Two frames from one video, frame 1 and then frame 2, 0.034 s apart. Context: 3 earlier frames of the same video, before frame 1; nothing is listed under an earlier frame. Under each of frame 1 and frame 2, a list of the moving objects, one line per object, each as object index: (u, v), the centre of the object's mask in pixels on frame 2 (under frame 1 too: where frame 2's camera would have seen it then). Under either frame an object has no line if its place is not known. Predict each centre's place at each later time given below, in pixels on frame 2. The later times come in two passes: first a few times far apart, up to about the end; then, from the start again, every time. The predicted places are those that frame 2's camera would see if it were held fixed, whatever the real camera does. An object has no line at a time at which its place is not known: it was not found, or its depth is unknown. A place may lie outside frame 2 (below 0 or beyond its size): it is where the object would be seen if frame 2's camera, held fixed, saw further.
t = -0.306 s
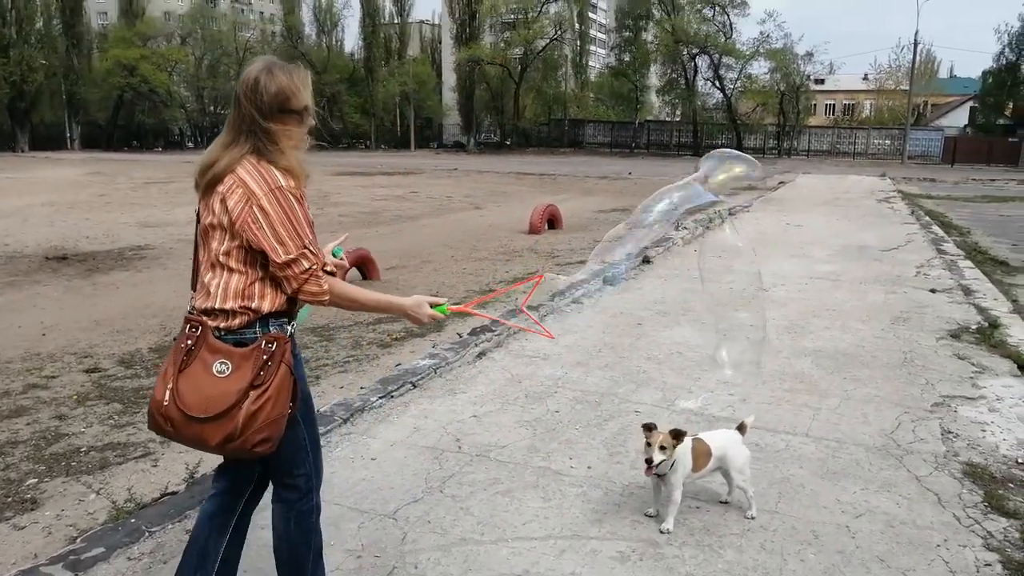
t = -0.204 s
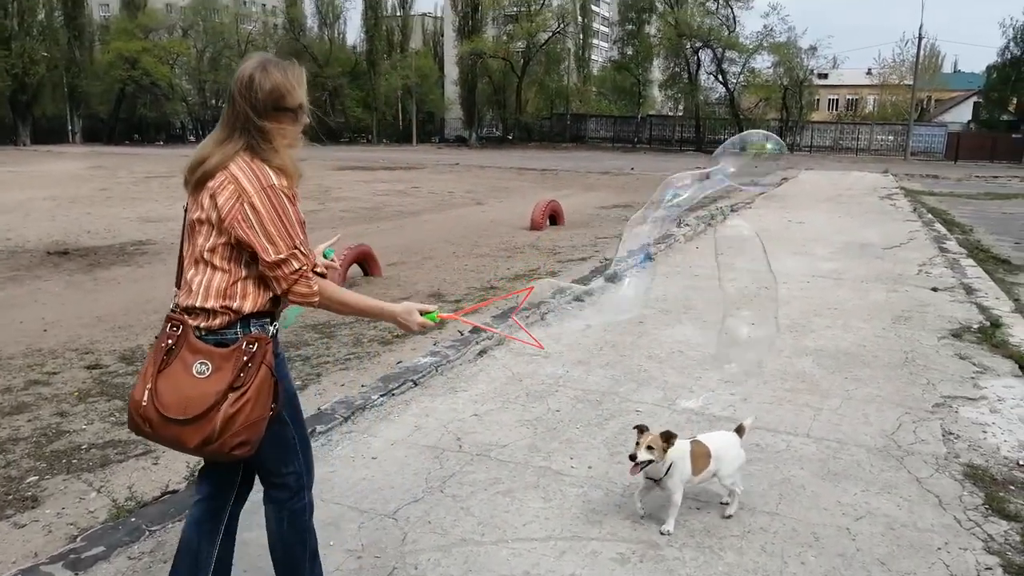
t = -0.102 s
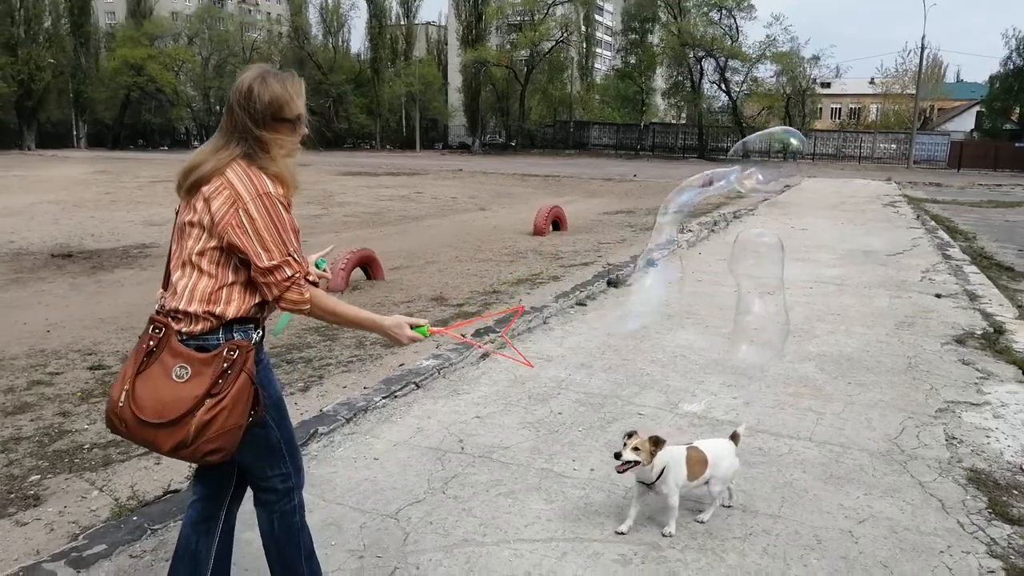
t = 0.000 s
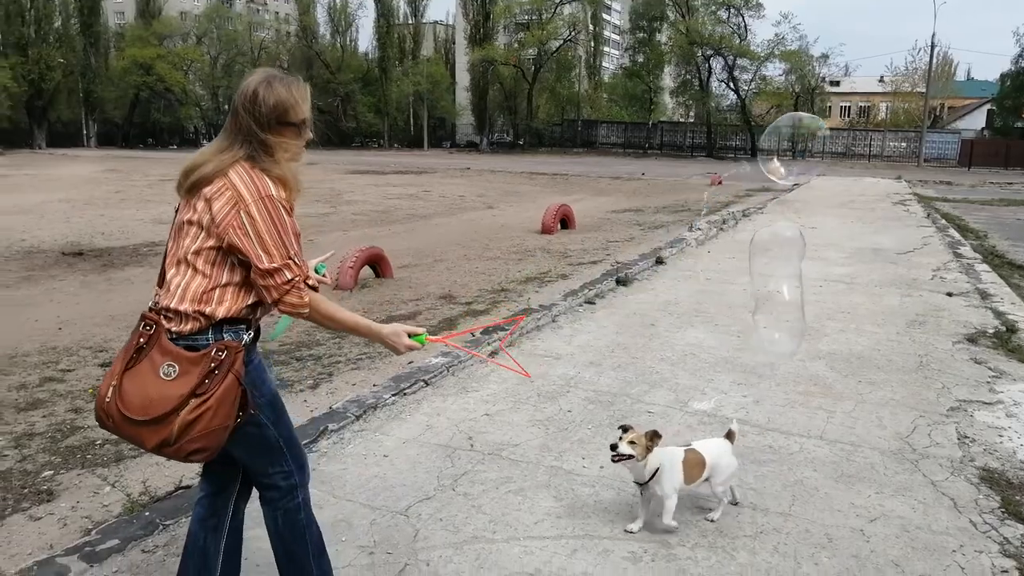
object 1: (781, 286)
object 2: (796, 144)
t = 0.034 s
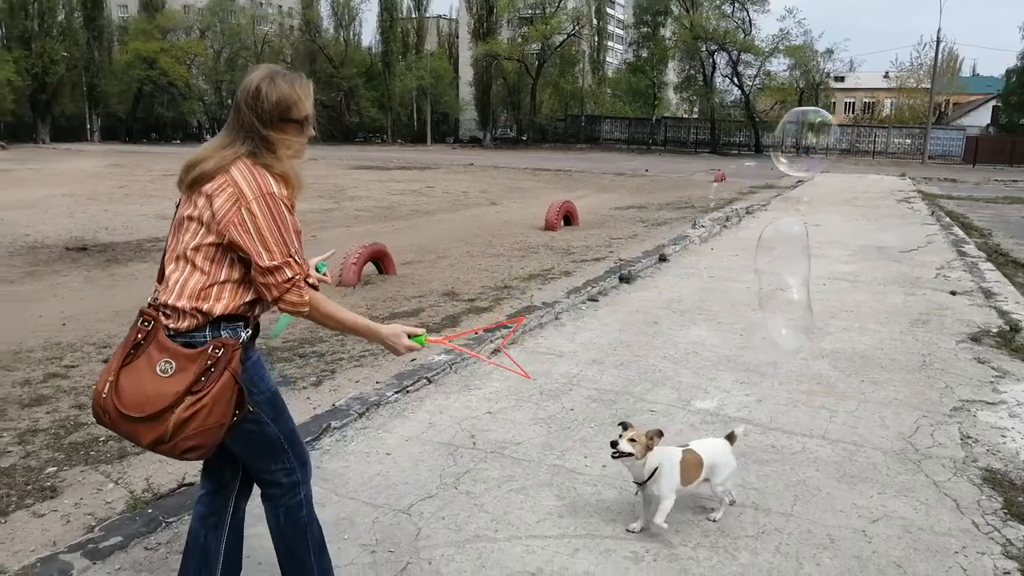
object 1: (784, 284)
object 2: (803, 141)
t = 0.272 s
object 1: (809, 273)
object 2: (845, 118)
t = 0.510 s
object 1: (833, 253)
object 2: (887, 100)
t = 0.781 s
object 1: (862, 238)
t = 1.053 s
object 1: (876, 216)
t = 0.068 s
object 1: (788, 282)
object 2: (811, 138)
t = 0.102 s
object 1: (789, 287)
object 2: (816, 135)
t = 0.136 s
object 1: (795, 282)
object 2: (822, 132)
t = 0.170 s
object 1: (799, 279)
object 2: (828, 128)
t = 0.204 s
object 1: (802, 278)
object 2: (831, 124)
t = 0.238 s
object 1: (805, 275)
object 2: (838, 120)
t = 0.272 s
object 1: (809, 273)
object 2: (845, 118)
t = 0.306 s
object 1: (812, 270)
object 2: (852, 116)
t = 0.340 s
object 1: (815, 269)
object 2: (854, 114)
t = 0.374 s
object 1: (818, 268)
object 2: (861, 111)
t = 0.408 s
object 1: (821, 262)
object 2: (866, 109)
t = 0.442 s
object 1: (825, 259)
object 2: (872, 106)
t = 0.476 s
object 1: (828, 255)
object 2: (886, 105)
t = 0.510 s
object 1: (833, 253)
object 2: (887, 100)
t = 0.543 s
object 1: (836, 250)
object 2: (893, 97)
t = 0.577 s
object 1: (840, 249)
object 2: (897, 92)
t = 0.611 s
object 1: (844, 248)
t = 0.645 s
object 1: (849, 242)
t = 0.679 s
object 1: (852, 243)
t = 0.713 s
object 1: (856, 241)
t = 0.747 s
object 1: (859, 241)
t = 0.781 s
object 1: (862, 238)
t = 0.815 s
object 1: (867, 236)
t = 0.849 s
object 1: (871, 233)
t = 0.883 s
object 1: (872, 230)
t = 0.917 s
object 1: (873, 228)
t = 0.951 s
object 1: (873, 225)
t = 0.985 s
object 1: (874, 221)
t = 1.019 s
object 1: (875, 219)
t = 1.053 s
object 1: (876, 216)
